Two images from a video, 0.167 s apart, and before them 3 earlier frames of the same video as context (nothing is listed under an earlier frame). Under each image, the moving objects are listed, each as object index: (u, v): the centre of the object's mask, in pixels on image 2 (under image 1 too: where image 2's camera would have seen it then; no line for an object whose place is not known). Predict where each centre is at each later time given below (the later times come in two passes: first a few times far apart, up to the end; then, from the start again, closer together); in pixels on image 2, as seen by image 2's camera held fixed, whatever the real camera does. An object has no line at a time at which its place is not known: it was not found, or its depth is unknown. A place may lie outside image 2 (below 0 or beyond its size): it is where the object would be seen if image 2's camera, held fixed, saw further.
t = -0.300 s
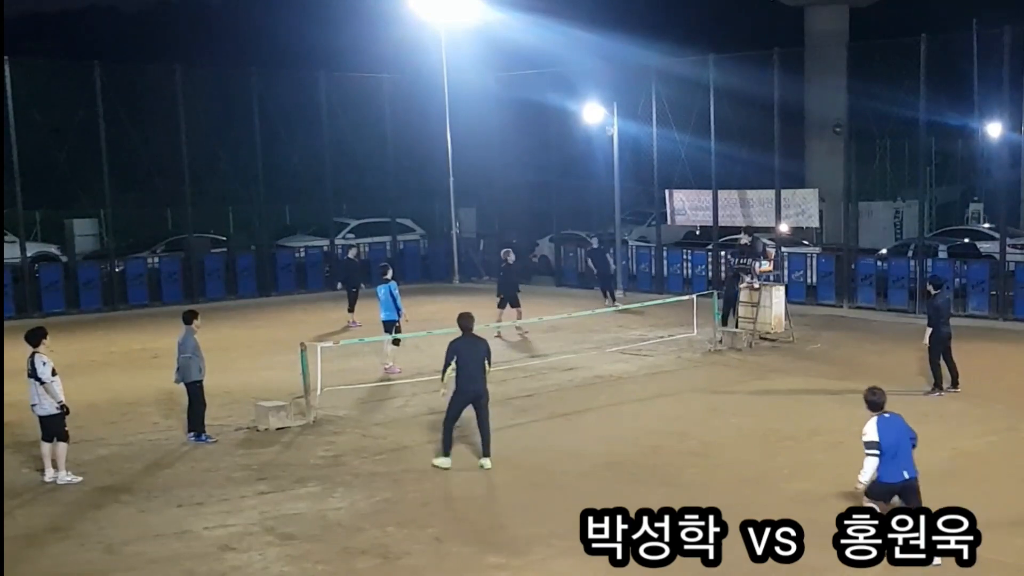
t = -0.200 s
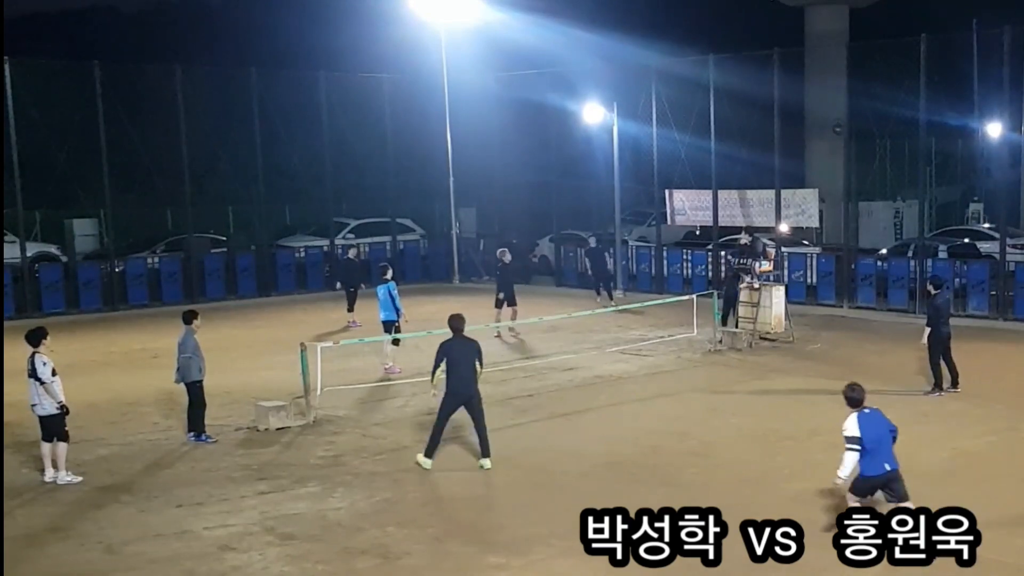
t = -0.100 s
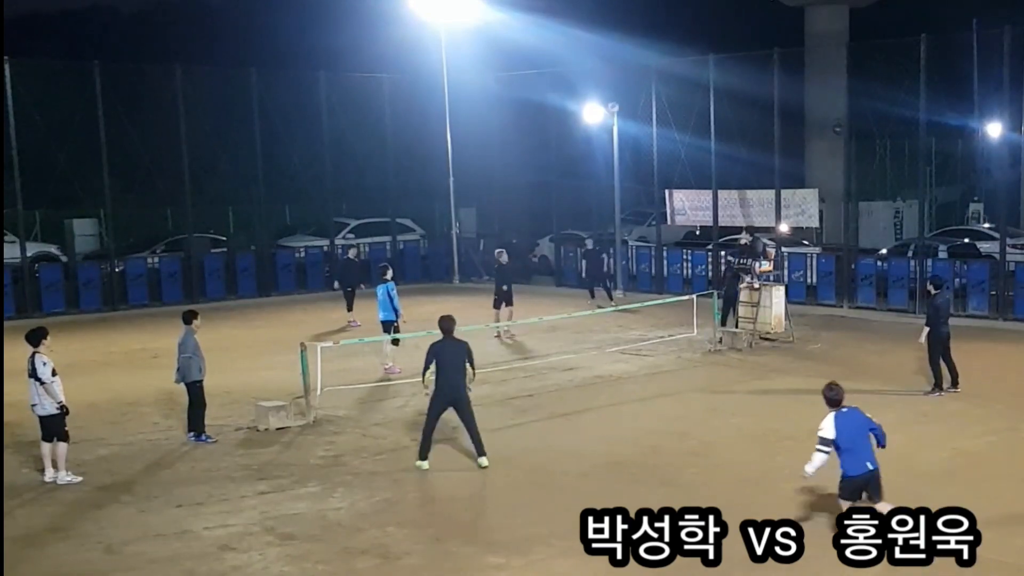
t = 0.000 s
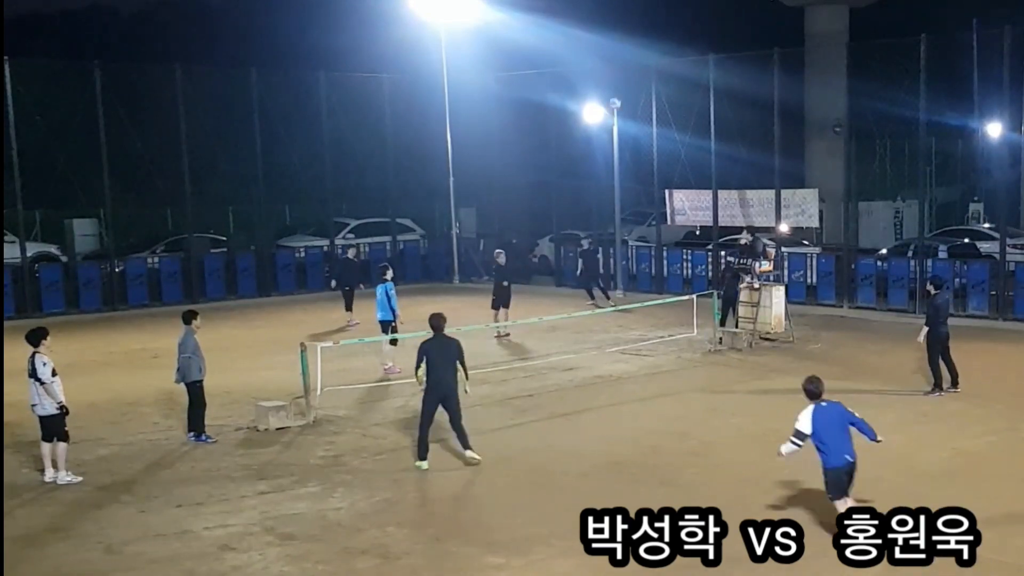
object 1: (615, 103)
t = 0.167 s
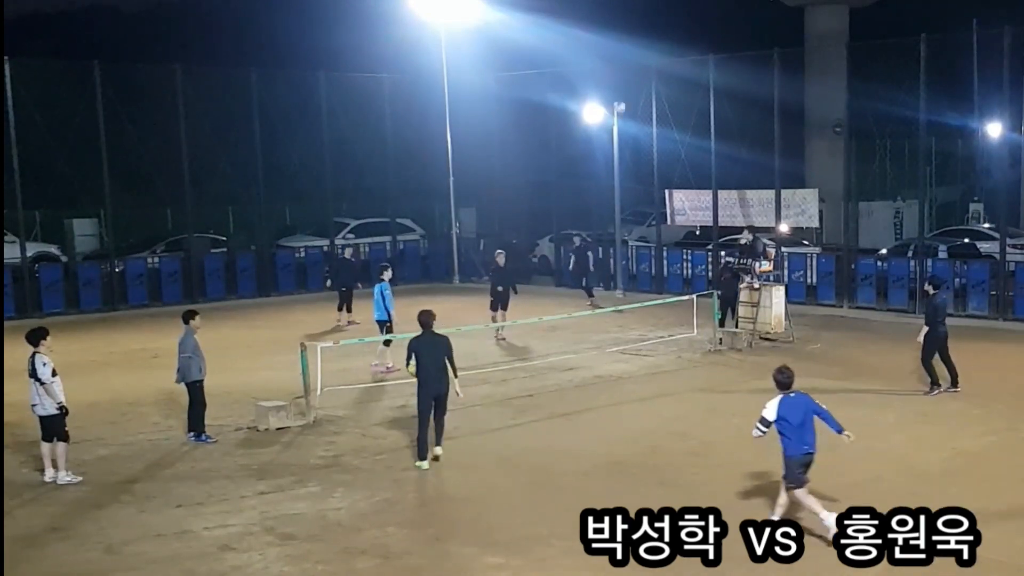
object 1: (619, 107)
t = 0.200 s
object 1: (621, 110)
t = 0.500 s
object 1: (633, 167)
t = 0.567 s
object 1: (636, 188)
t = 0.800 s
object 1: (648, 288)
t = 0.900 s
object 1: (656, 346)
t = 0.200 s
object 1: (621, 110)
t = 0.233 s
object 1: (622, 113)
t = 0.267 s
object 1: (623, 117)
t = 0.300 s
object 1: (624, 122)
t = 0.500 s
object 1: (633, 167)
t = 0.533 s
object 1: (634, 177)
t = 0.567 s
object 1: (636, 188)
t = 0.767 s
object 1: (647, 272)
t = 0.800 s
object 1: (648, 288)
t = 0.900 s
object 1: (656, 346)
